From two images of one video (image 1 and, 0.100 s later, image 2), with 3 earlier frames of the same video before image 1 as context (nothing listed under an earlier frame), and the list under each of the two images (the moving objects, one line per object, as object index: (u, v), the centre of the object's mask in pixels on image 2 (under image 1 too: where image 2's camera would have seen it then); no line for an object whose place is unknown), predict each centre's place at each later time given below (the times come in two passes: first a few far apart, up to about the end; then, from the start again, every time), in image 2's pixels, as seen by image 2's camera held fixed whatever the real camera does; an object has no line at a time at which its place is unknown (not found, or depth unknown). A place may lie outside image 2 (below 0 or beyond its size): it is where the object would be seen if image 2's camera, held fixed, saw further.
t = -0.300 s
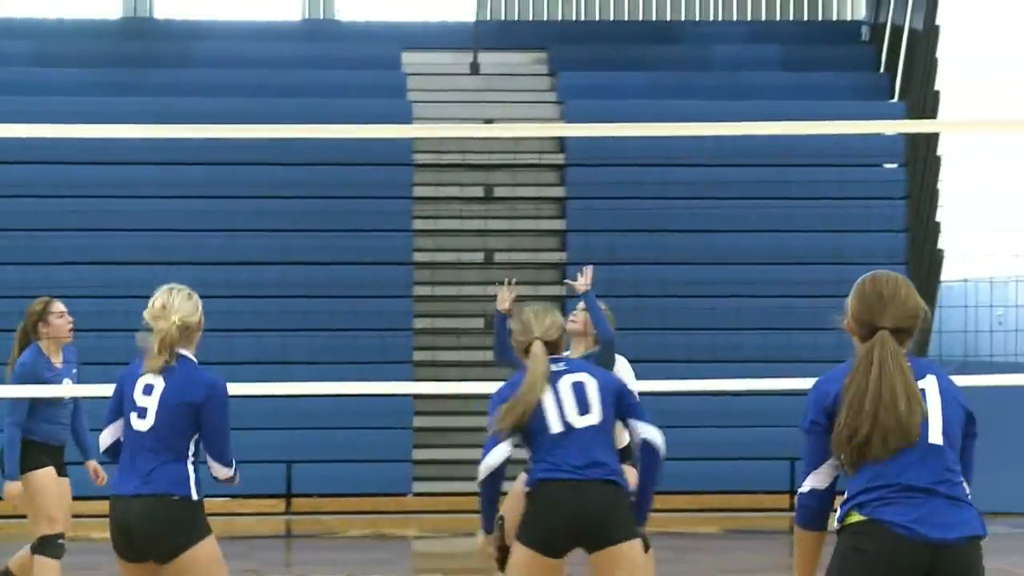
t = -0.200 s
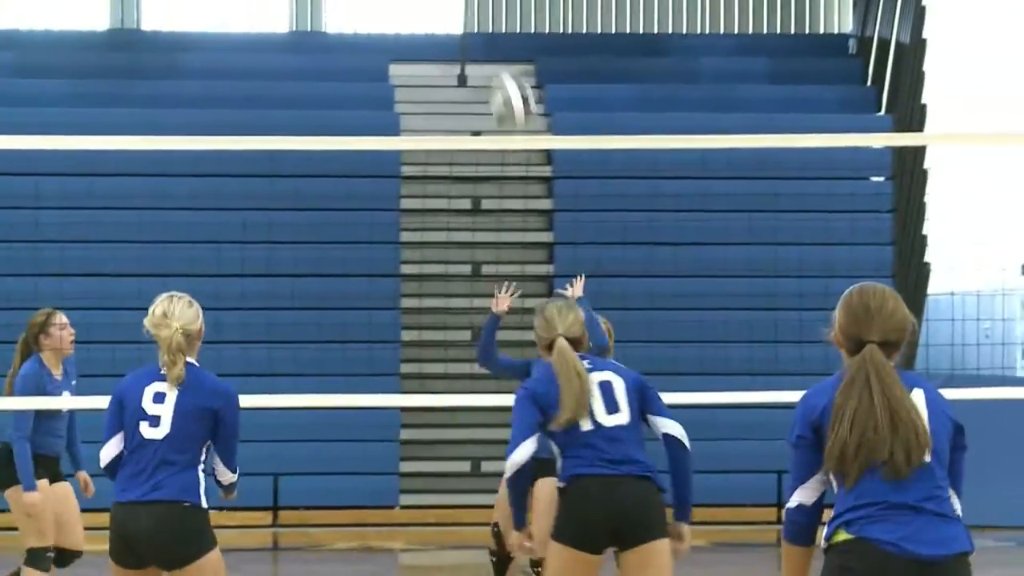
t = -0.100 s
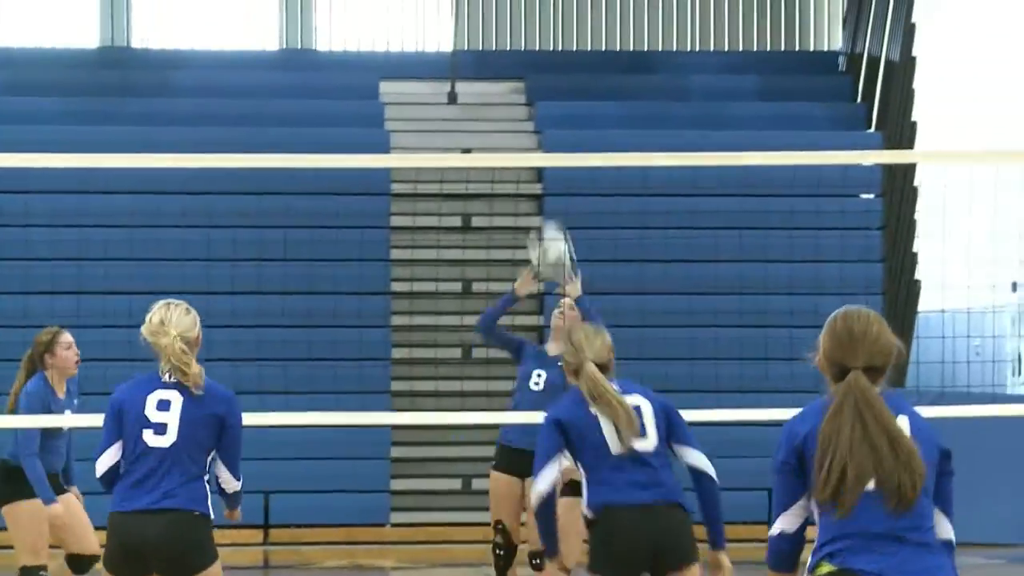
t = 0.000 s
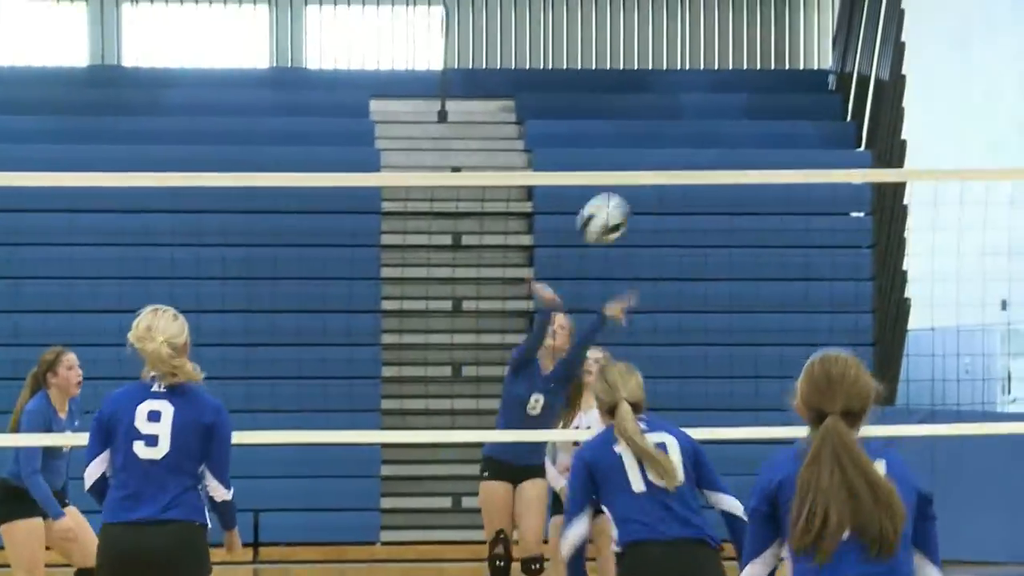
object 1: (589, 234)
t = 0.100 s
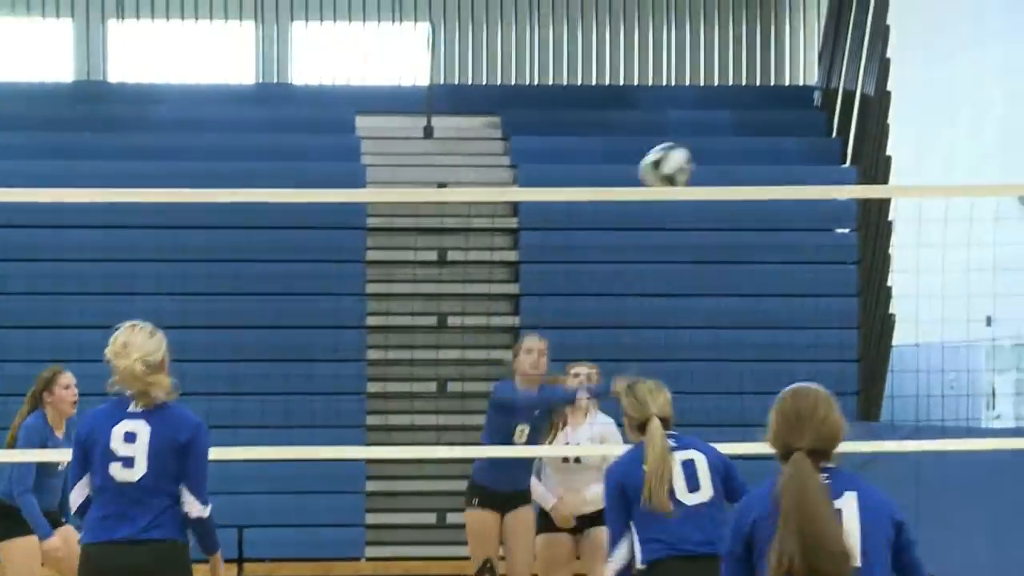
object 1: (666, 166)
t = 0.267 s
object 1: (817, 98)
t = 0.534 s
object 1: (1098, 140)
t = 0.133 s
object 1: (694, 150)
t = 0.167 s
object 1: (722, 134)
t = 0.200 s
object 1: (752, 120)
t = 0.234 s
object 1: (784, 108)
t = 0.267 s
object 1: (817, 98)
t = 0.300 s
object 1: (849, 91)
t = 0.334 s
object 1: (880, 87)
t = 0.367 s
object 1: (912, 88)
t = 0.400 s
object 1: (948, 89)
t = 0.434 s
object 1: (983, 94)
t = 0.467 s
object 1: (1017, 105)
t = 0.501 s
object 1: (1055, 120)
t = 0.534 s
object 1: (1098, 140)
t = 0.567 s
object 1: (1144, 160)
